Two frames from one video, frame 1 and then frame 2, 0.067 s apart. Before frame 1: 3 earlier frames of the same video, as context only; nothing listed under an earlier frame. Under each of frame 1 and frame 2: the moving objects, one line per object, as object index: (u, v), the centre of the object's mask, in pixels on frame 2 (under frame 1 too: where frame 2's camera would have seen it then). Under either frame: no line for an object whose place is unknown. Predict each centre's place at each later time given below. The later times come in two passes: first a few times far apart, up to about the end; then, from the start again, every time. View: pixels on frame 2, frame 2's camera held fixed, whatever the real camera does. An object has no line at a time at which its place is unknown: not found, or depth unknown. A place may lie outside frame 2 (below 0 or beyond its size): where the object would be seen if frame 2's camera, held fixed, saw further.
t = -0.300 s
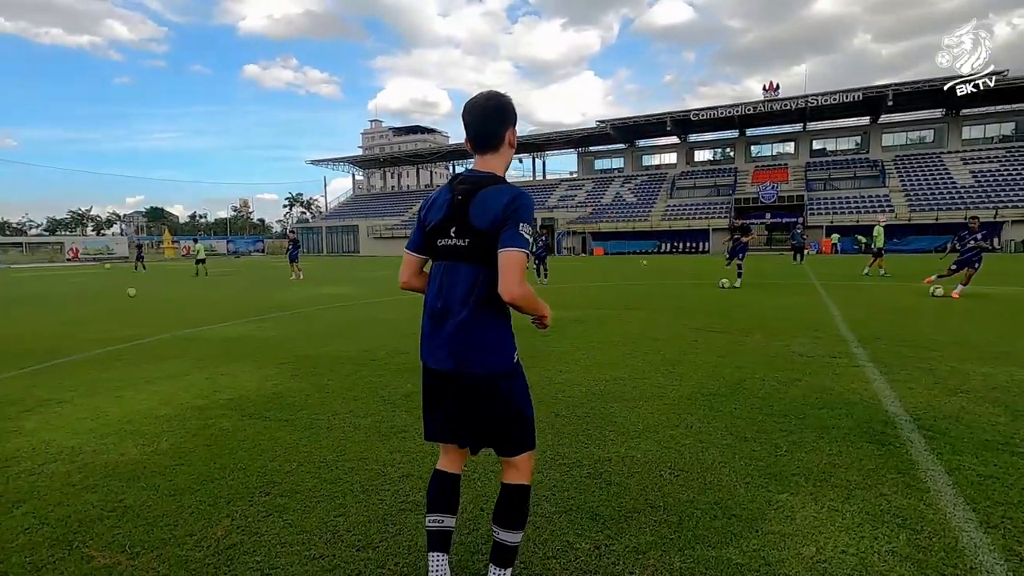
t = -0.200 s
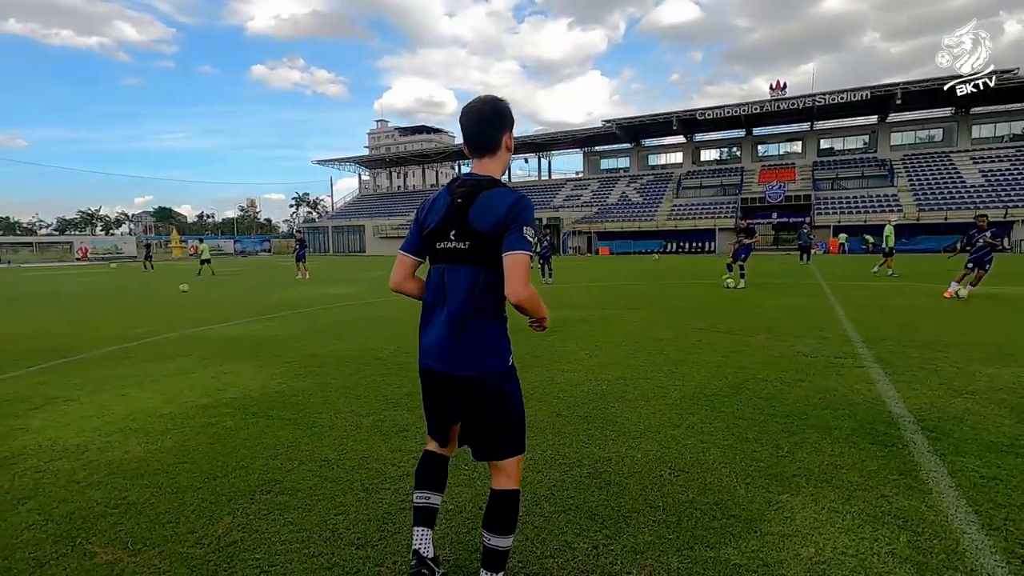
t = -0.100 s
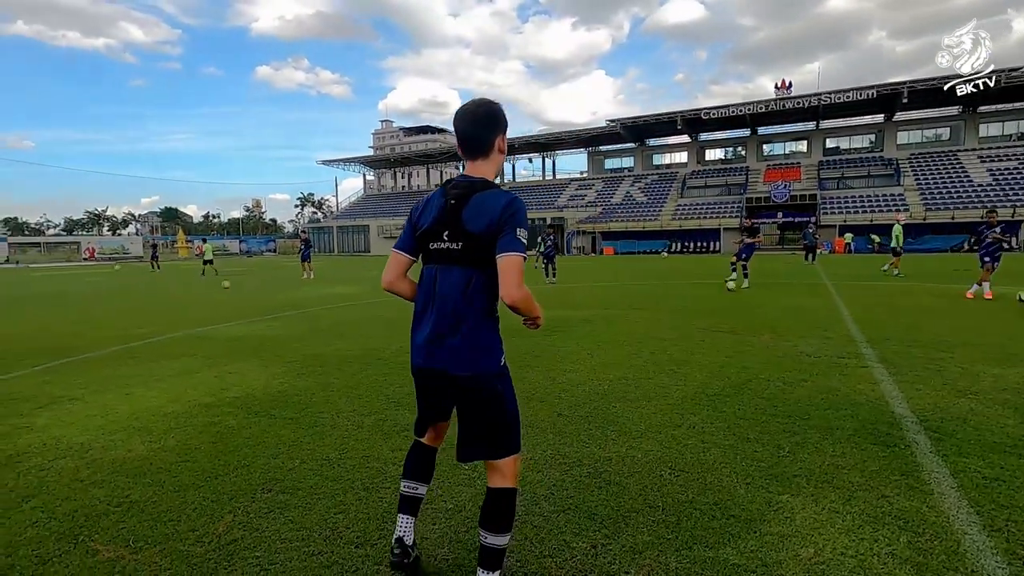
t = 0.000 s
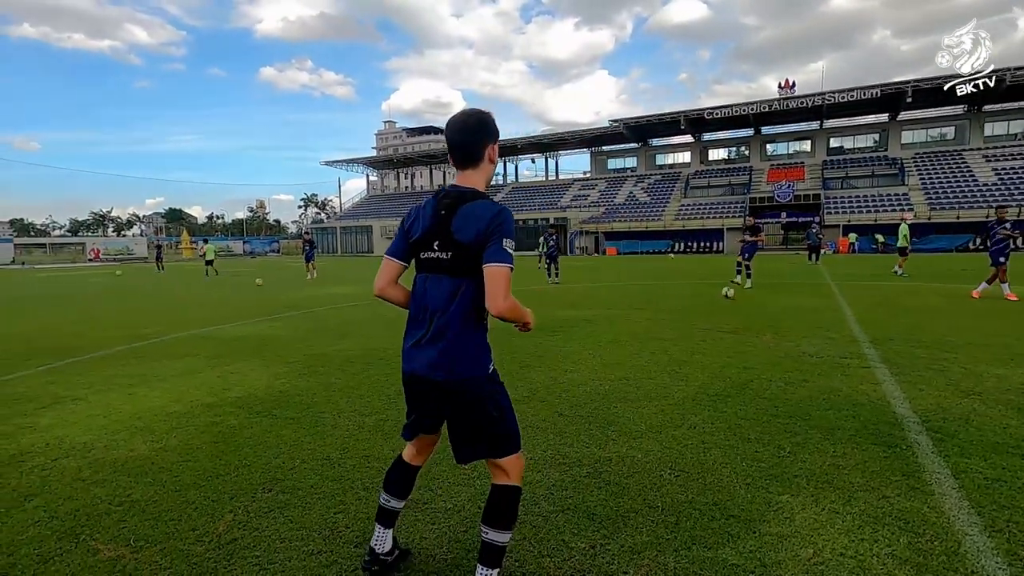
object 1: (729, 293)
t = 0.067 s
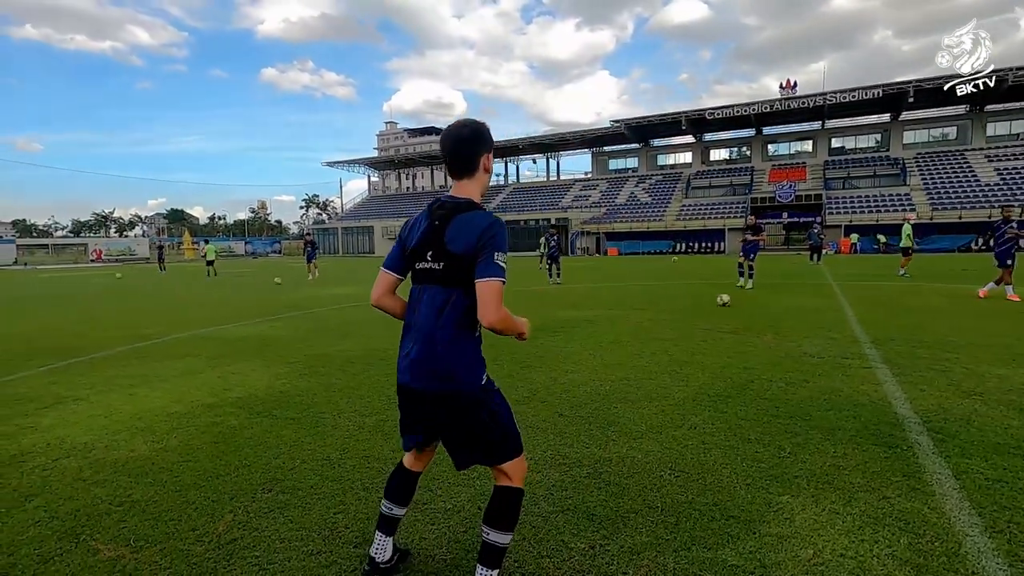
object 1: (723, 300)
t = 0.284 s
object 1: (699, 324)
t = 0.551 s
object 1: (638, 386)
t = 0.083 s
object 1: (722, 301)
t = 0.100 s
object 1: (721, 302)
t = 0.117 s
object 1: (719, 304)
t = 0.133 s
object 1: (717, 306)
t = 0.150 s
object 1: (716, 308)
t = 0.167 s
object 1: (714, 310)
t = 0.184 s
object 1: (712, 312)
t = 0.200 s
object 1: (710, 314)
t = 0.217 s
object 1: (708, 316)
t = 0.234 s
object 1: (706, 317)
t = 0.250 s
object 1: (704, 319)
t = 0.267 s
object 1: (702, 322)
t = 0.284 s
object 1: (699, 324)
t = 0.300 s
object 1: (696, 327)
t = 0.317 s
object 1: (694, 331)
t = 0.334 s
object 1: (691, 334)
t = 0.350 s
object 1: (688, 339)
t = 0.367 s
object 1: (685, 341)
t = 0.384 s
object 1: (681, 343)
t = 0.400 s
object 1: (678, 345)
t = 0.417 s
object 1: (675, 349)
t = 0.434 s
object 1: (671, 352)
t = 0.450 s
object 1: (667, 356)
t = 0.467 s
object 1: (663, 360)
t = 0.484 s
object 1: (658, 366)
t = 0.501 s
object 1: (653, 372)
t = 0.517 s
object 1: (648, 377)
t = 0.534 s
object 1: (643, 381)
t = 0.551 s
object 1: (638, 386)
